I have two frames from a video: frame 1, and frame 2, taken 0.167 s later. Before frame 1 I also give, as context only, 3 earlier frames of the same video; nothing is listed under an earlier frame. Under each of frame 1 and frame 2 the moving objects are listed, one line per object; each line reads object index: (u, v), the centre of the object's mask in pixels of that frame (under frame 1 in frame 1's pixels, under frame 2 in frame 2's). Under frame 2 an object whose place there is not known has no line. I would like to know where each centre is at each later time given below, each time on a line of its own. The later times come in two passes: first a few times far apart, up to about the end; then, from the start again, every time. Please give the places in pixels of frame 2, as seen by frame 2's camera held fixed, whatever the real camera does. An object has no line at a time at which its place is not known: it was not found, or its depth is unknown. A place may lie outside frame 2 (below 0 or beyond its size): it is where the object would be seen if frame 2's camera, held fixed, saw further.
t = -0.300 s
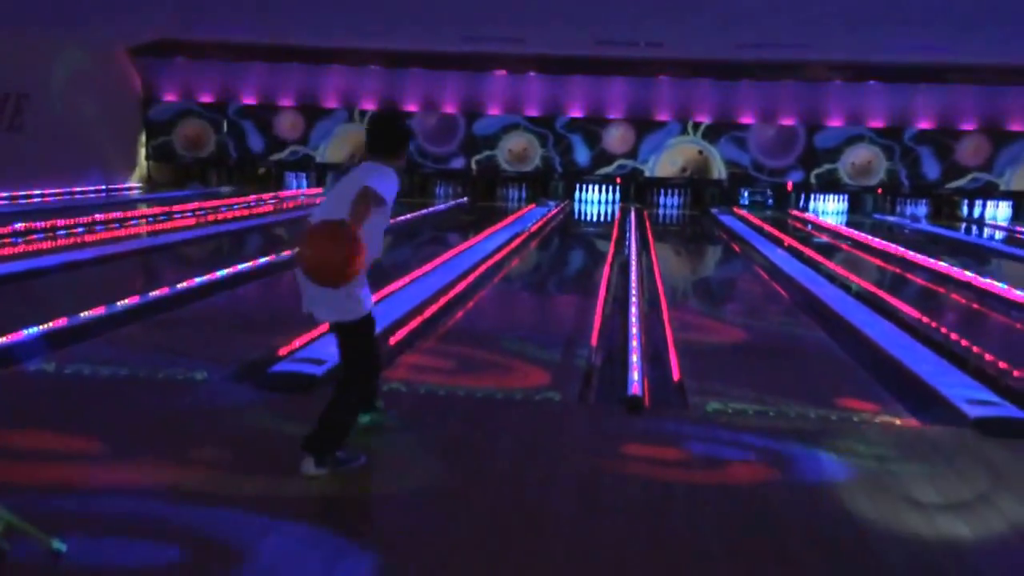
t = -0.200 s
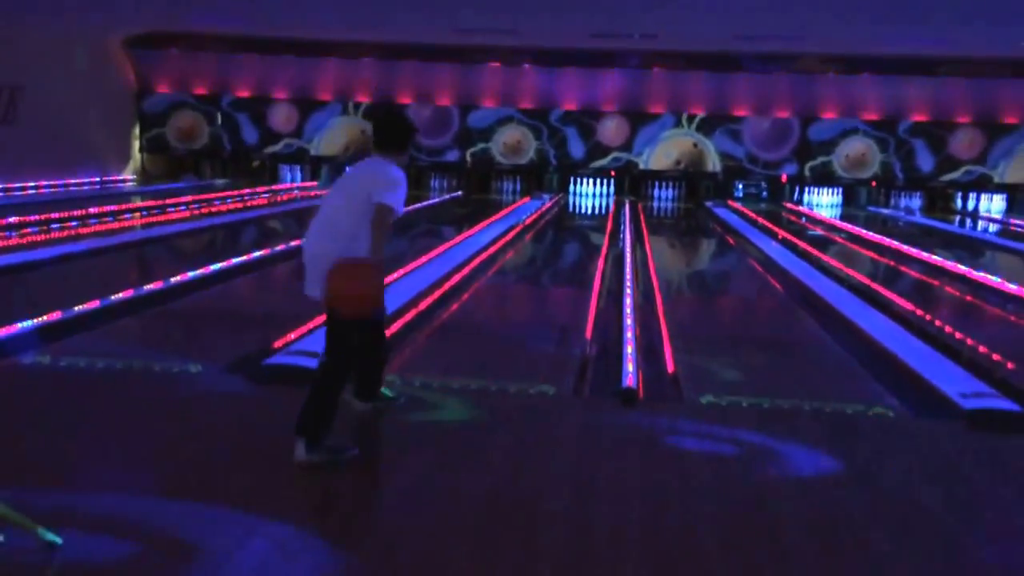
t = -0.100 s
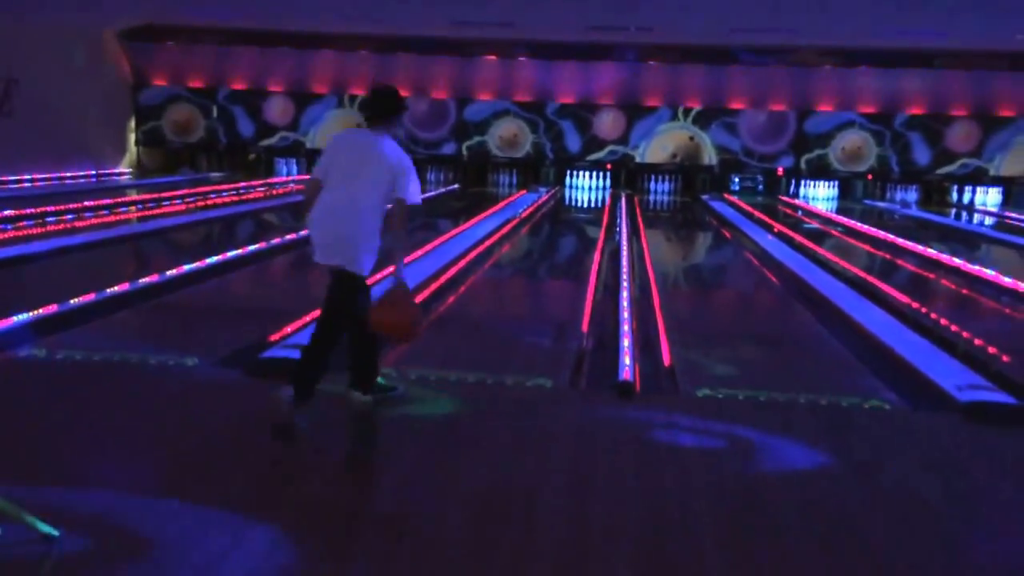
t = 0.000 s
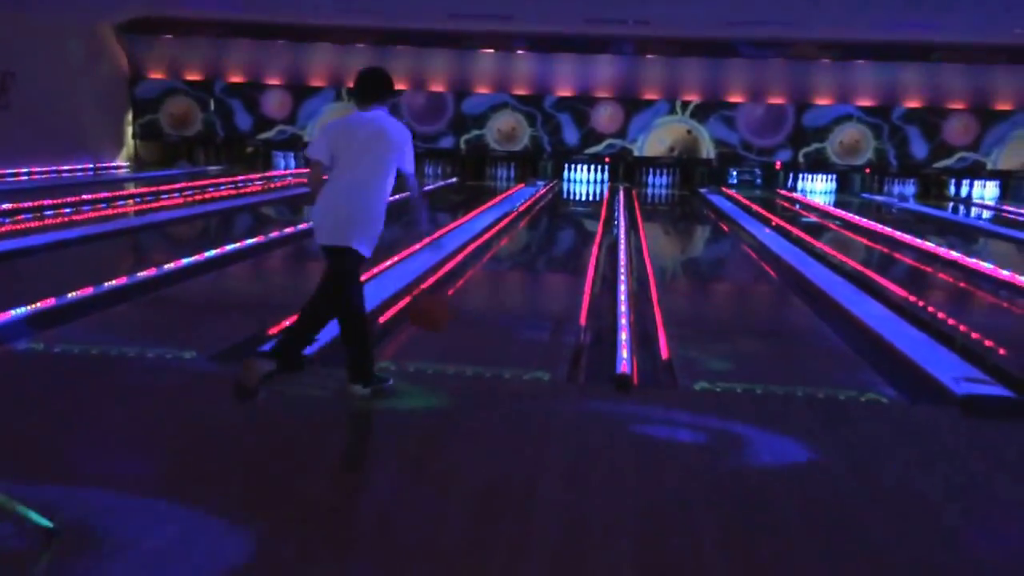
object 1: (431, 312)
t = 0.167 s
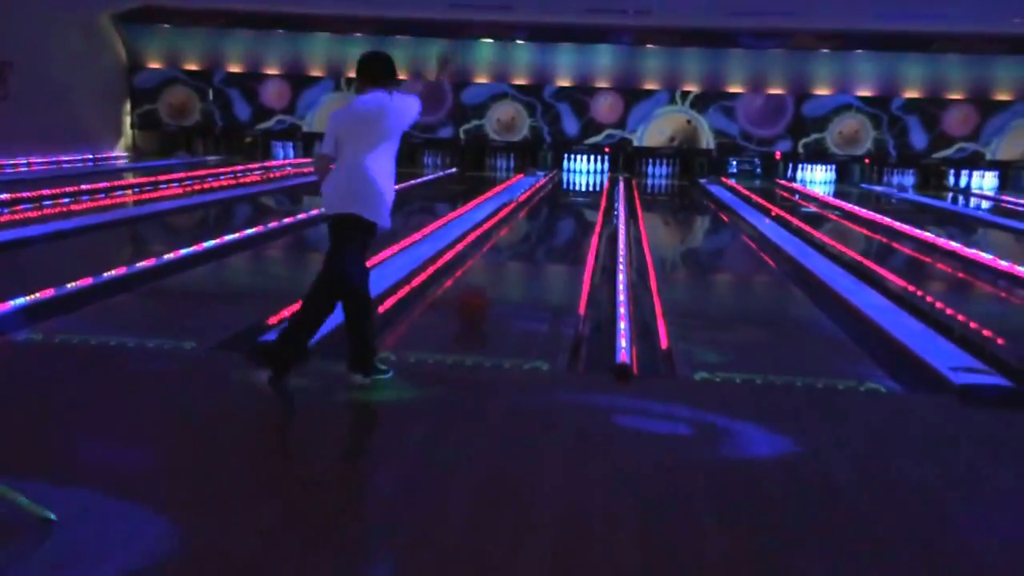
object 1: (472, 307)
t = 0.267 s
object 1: (491, 287)
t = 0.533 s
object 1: (527, 252)
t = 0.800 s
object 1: (548, 230)
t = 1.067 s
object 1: (563, 213)
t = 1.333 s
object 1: (577, 203)
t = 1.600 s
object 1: (580, 202)
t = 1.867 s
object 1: (588, 195)
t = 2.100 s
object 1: (591, 192)
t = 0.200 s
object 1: (479, 296)
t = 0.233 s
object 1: (484, 291)
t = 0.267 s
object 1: (491, 287)
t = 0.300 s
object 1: (497, 283)
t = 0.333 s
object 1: (502, 277)
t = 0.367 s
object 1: (507, 273)
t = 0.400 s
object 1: (512, 266)
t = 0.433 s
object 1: (514, 263)
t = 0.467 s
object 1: (519, 258)
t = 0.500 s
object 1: (525, 255)
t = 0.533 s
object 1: (527, 252)
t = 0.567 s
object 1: (531, 247)
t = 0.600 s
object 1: (534, 245)
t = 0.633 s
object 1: (537, 246)
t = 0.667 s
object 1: (538, 240)
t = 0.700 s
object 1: (542, 236)
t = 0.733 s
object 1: (543, 234)
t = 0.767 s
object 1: (545, 232)
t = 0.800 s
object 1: (548, 230)
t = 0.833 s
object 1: (549, 230)
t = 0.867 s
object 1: (554, 224)
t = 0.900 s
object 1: (555, 221)
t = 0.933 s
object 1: (557, 222)
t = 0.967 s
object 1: (558, 219)
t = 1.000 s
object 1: (560, 217)
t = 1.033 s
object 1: (561, 215)
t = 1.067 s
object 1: (563, 213)
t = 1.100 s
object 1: (568, 209)
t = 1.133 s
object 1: (570, 207)
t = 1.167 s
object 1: (570, 208)
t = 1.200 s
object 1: (571, 207)
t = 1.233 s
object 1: (572, 206)
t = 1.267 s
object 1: (574, 205)
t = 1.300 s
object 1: (576, 204)
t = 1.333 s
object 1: (577, 203)
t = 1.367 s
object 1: (579, 202)
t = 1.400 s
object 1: (579, 203)
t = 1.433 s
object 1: (578, 203)
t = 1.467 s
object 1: (579, 203)
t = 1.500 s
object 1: (579, 203)
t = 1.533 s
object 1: (579, 203)
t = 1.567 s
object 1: (579, 203)
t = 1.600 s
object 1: (580, 202)
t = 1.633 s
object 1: (580, 201)
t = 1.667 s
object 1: (581, 201)
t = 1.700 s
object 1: (585, 197)
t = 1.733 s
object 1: (586, 197)
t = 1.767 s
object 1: (587, 197)
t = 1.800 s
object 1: (587, 196)
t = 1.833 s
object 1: (587, 196)
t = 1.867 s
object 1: (588, 195)
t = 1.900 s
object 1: (588, 196)
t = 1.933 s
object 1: (589, 194)
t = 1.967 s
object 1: (590, 193)
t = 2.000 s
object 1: (590, 193)
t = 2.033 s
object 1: (590, 192)
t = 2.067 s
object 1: (591, 192)
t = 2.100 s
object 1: (591, 192)
